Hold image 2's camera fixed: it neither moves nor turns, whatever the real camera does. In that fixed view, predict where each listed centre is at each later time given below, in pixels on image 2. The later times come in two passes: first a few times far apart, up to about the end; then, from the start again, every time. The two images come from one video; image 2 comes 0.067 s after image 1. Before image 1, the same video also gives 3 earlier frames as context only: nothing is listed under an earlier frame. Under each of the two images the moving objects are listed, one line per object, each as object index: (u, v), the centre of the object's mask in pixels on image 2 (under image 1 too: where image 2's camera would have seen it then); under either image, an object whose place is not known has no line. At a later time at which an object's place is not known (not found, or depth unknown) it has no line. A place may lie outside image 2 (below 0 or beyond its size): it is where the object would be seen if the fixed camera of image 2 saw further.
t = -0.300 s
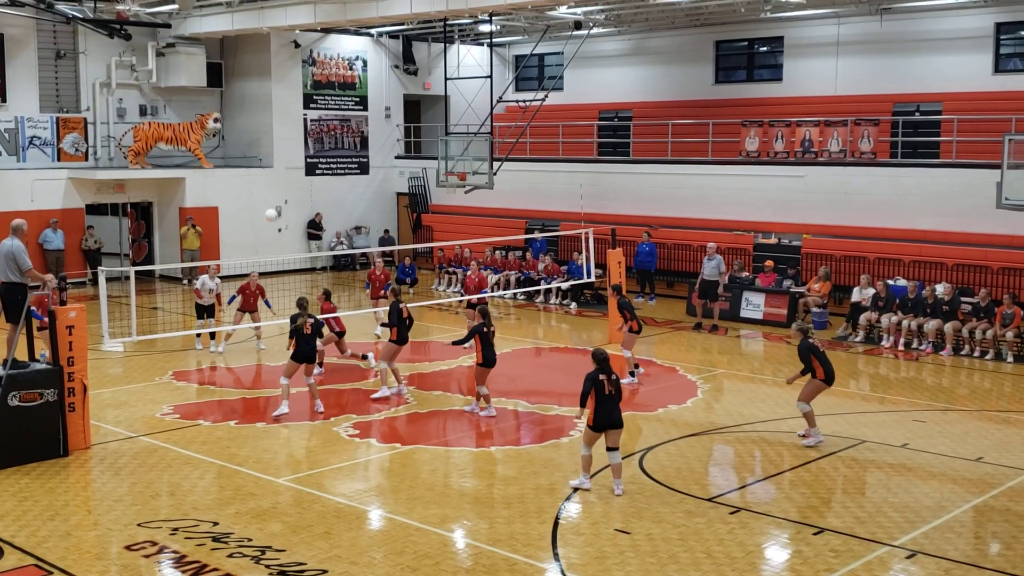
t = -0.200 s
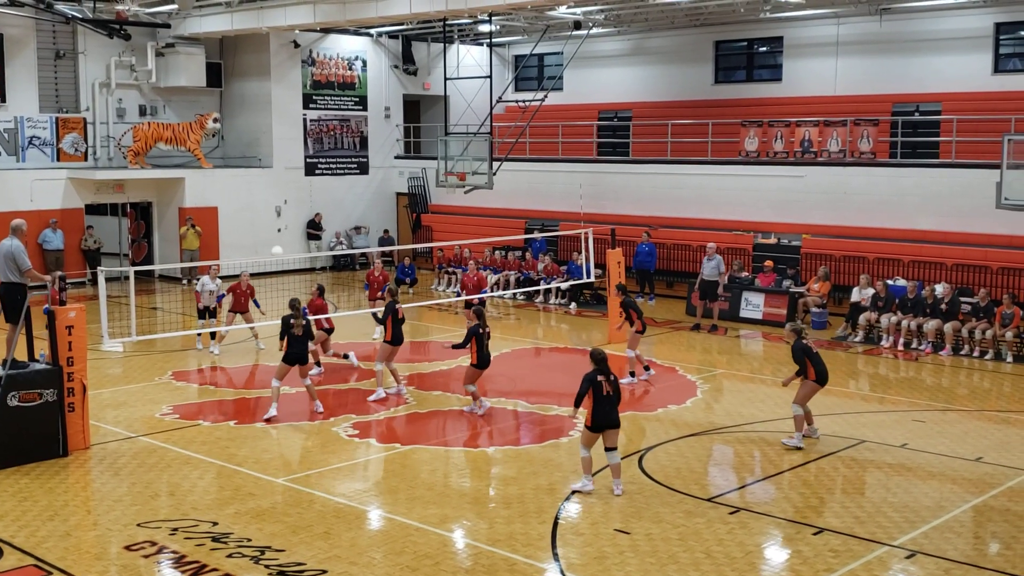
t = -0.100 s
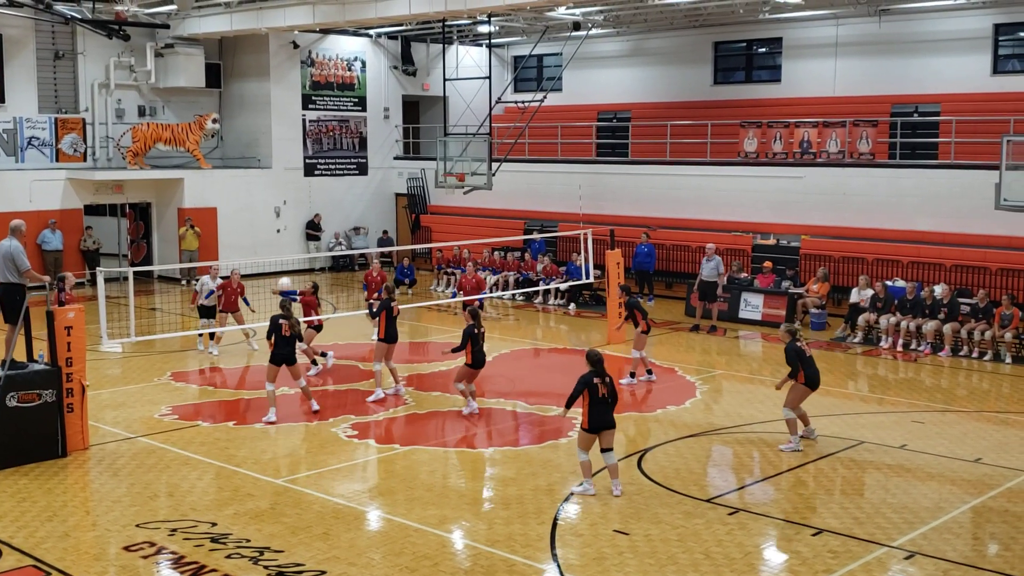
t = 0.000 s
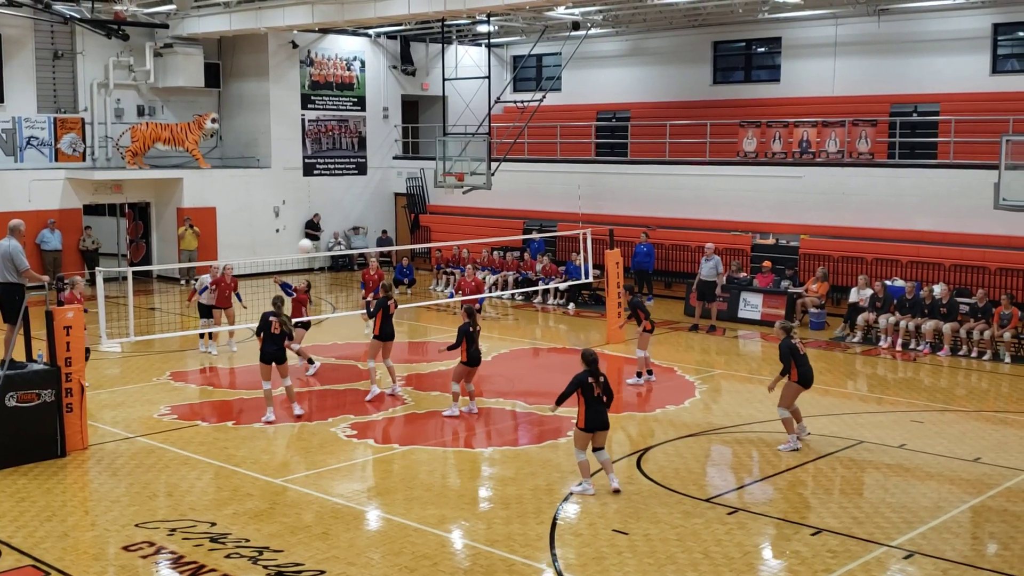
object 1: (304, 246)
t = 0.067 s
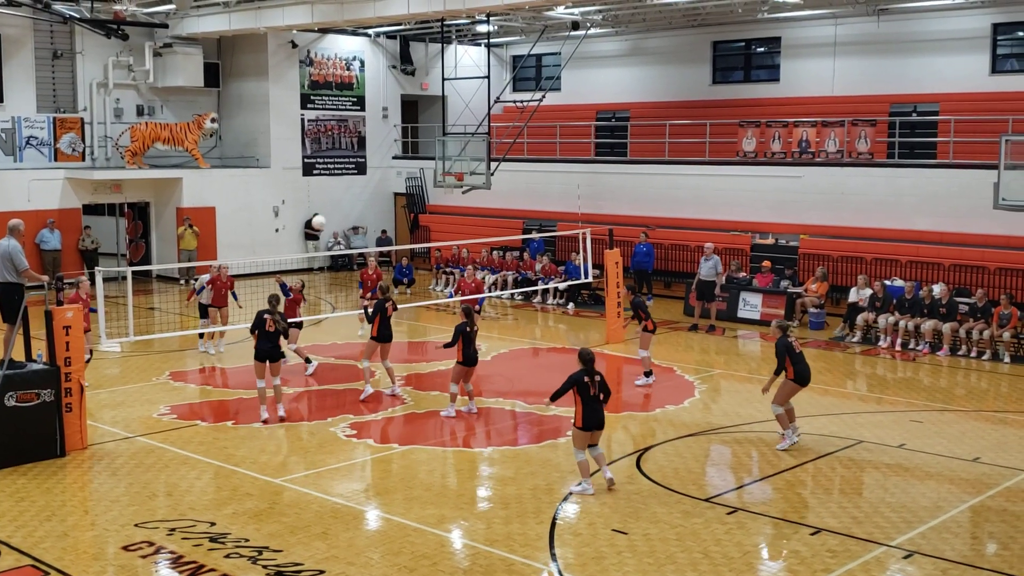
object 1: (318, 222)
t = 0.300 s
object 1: (372, 161)
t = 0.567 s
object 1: (439, 131)
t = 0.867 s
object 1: (522, 158)
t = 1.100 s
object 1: (590, 227)
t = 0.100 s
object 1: (326, 211)
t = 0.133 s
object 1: (334, 201)
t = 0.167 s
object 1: (341, 192)
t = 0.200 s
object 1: (349, 183)
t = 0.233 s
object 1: (356, 175)
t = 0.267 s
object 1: (364, 168)
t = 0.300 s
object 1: (372, 161)
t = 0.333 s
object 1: (380, 155)
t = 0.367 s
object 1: (389, 149)
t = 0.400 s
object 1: (396, 144)
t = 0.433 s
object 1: (405, 140)
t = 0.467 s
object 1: (413, 137)
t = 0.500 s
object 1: (421, 134)
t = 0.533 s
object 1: (430, 132)
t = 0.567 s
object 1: (439, 131)
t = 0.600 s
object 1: (448, 131)
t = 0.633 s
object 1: (457, 131)
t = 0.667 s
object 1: (465, 133)
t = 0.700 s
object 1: (475, 135)
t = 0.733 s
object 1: (484, 138)
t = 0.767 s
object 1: (493, 141)
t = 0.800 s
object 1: (502, 146)
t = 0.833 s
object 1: (512, 151)
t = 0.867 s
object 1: (522, 158)
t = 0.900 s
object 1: (531, 165)
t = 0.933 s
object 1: (541, 173)
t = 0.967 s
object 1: (550, 181)
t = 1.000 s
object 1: (560, 192)
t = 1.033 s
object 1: (570, 202)
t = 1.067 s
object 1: (579, 215)
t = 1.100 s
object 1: (590, 227)
